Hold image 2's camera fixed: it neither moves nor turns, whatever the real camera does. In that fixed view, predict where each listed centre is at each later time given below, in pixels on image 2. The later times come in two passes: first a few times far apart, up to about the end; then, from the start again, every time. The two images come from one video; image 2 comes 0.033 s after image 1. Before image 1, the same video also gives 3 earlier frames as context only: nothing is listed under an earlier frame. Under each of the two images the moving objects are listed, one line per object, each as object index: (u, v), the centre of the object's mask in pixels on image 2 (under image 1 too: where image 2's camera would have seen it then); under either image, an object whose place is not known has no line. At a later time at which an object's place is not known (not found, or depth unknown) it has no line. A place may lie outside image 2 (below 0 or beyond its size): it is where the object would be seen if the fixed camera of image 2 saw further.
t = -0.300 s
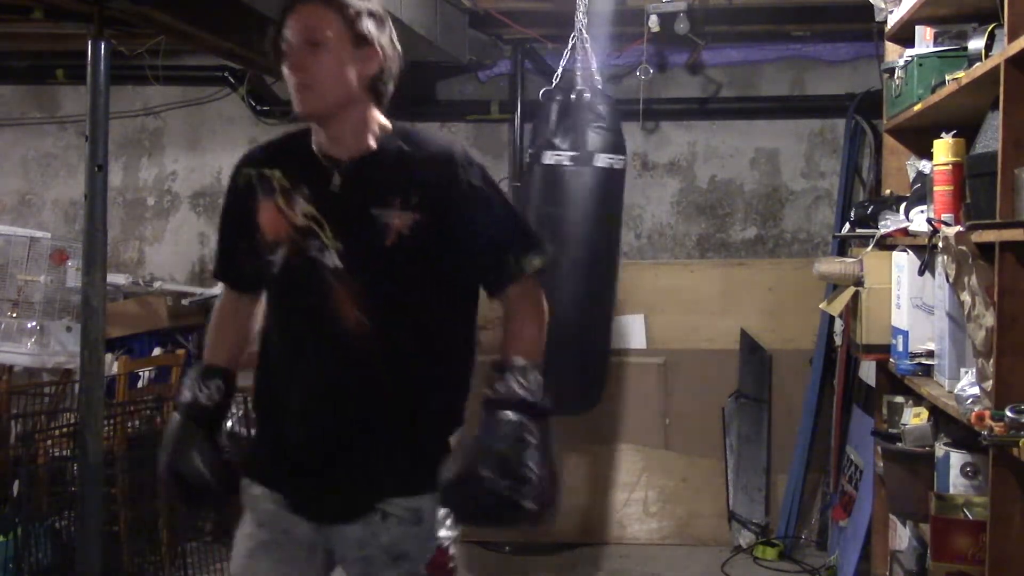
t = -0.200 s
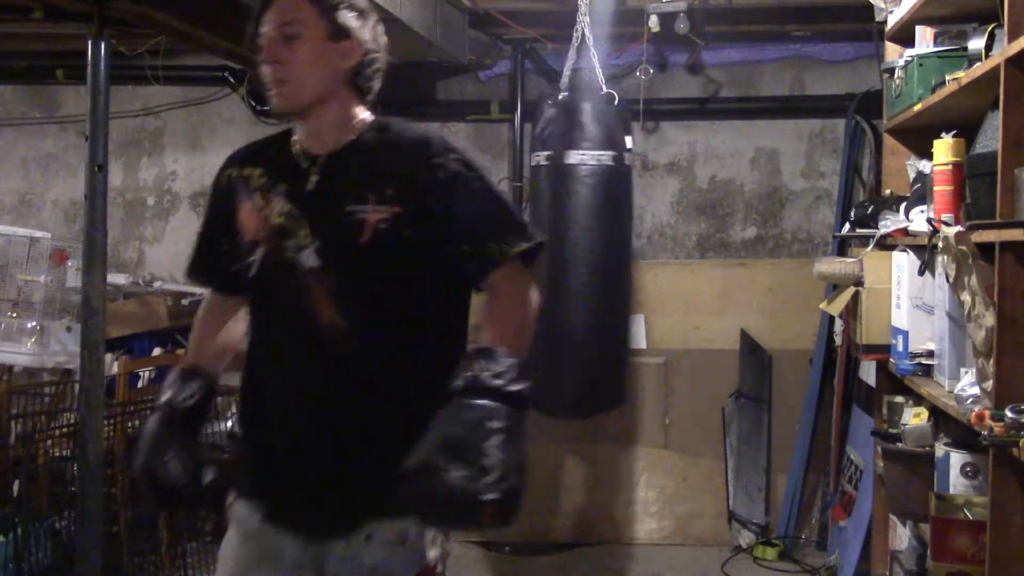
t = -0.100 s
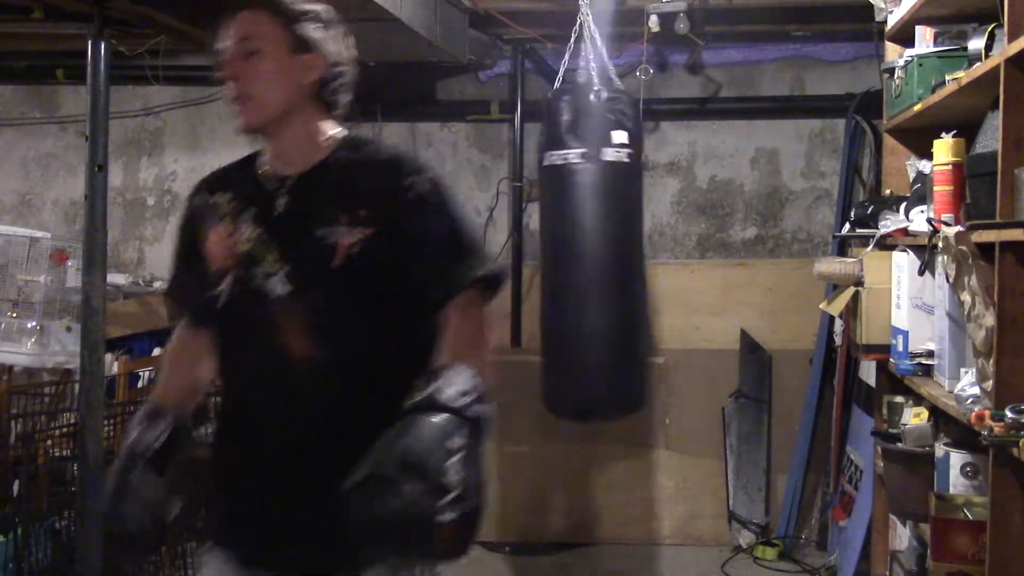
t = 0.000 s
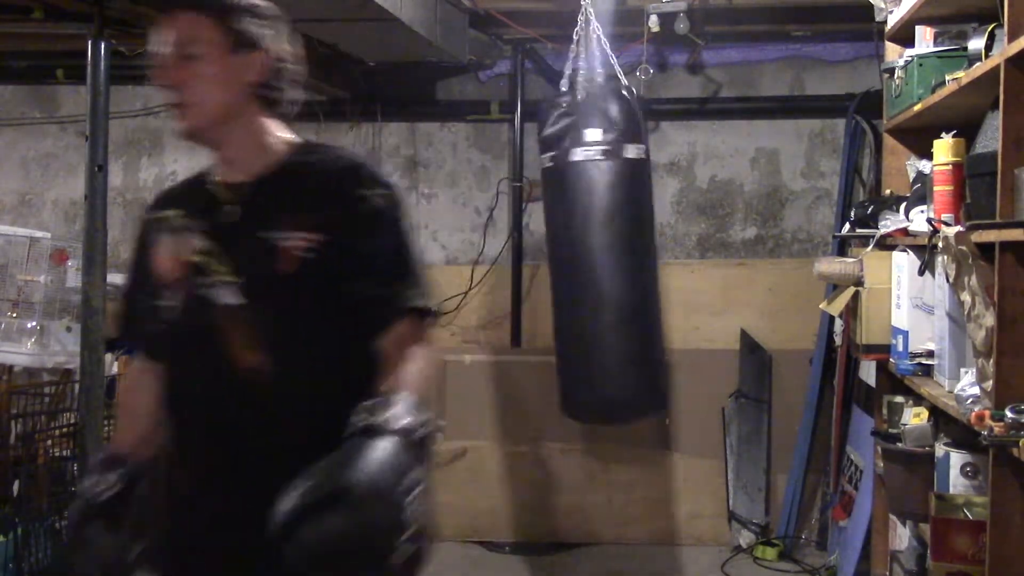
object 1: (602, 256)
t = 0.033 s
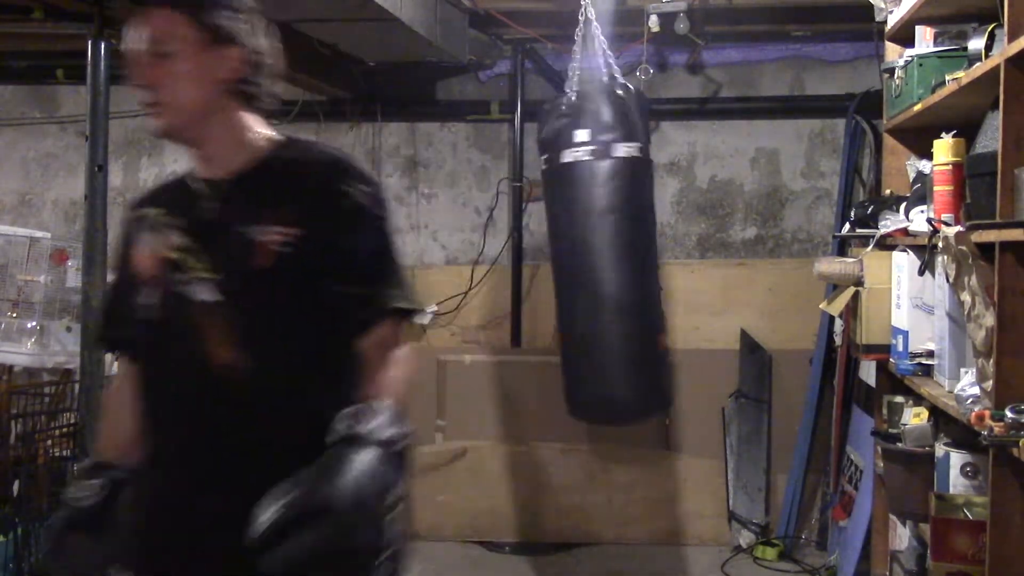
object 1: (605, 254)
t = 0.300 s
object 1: (615, 257)
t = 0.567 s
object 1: (603, 260)
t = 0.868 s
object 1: (572, 252)
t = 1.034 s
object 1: (555, 251)
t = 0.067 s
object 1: (609, 255)
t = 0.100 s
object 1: (611, 256)
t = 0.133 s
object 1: (613, 258)
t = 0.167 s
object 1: (614, 260)
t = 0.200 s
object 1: (615, 259)
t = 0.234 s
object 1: (615, 258)
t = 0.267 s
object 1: (615, 257)
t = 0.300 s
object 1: (615, 257)
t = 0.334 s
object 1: (615, 259)
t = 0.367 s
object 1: (614, 258)
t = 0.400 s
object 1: (614, 256)
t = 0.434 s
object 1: (612, 255)
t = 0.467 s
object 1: (610, 255)
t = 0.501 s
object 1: (608, 256)
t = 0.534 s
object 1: (606, 259)
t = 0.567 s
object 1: (603, 260)
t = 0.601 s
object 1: (600, 260)
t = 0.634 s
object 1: (598, 258)
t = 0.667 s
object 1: (595, 259)
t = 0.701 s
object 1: (592, 259)
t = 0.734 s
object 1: (588, 259)
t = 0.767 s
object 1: (584, 259)
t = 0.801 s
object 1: (580, 257)
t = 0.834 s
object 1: (576, 254)
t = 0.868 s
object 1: (572, 252)
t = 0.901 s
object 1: (568, 252)
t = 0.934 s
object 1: (565, 251)
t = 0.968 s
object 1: (562, 252)
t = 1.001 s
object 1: (559, 251)
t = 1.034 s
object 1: (555, 251)
